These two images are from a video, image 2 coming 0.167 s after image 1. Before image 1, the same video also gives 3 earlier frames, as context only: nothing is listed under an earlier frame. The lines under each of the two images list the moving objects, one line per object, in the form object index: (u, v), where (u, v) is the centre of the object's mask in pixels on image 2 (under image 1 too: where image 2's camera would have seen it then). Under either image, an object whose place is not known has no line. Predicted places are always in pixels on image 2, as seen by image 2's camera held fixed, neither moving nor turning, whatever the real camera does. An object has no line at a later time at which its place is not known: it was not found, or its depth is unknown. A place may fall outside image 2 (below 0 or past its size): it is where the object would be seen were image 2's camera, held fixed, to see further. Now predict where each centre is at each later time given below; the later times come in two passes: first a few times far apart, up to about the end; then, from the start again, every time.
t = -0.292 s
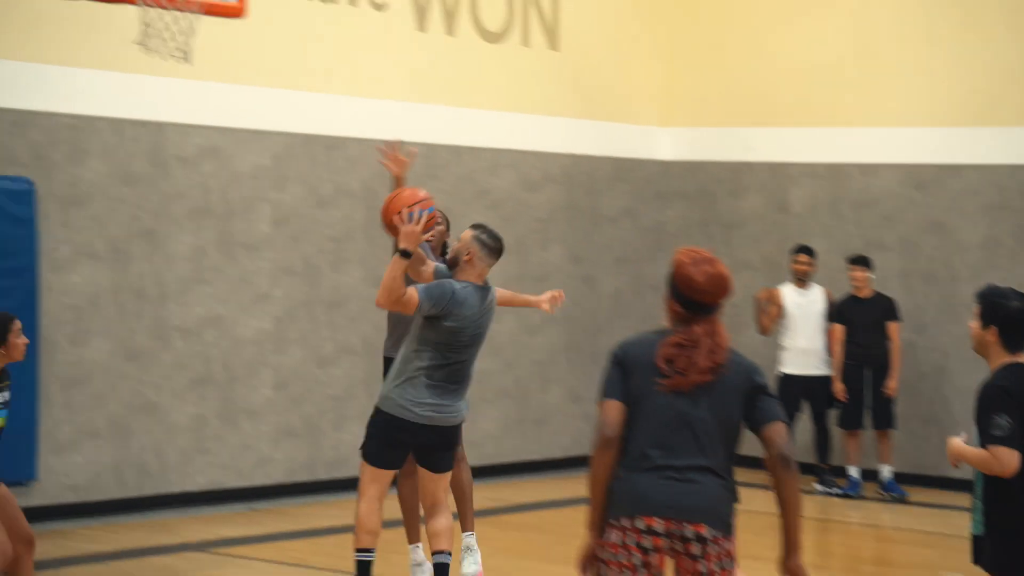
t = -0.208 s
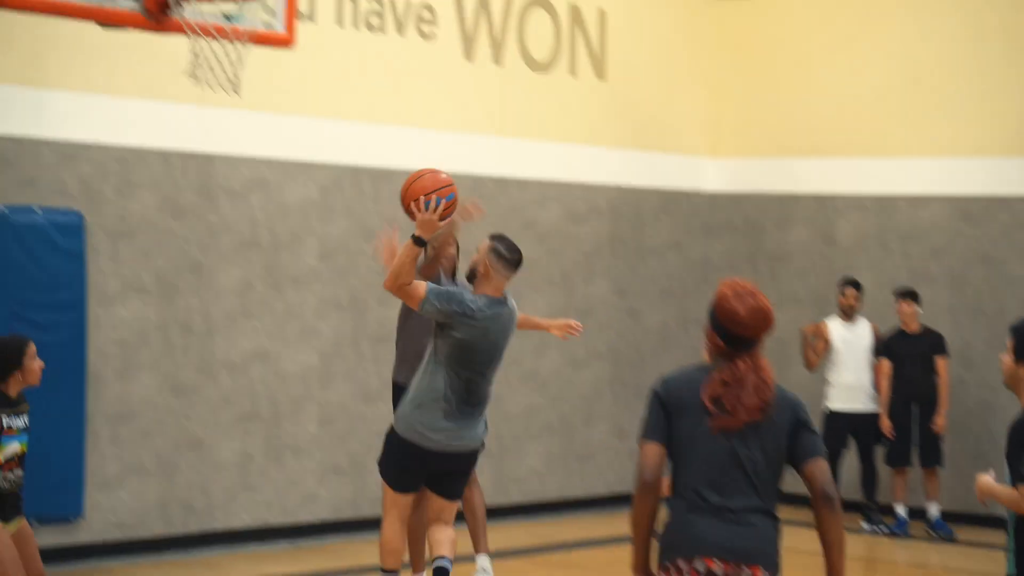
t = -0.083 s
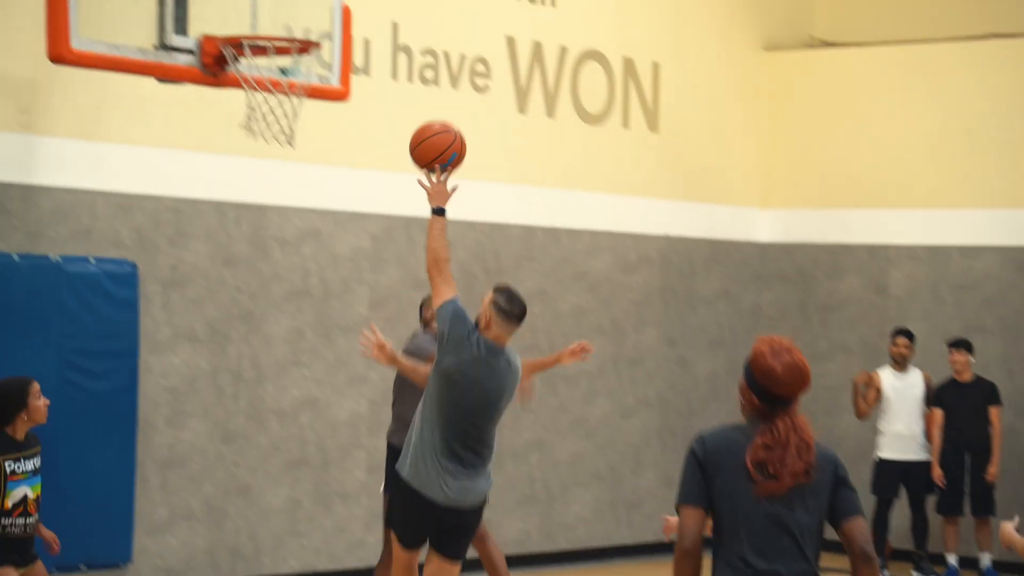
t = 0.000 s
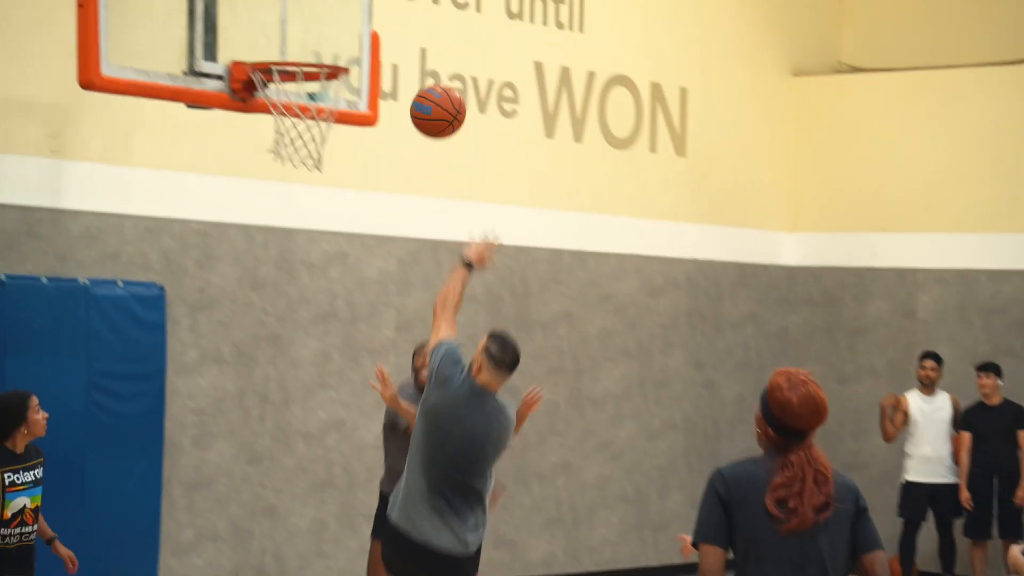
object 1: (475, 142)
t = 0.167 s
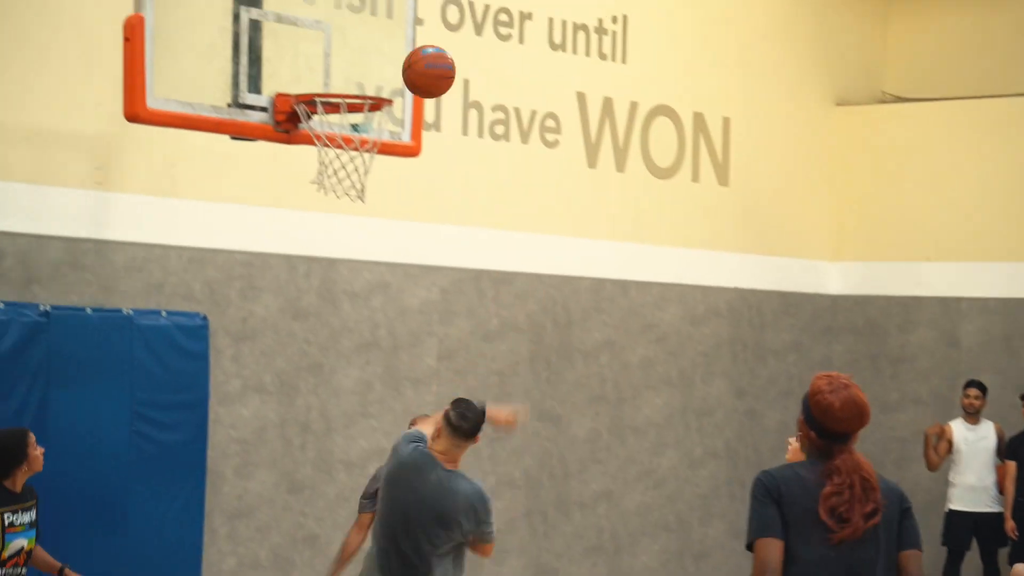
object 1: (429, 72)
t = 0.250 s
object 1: (405, 60)
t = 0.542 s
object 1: (345, 51)
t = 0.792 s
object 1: (306, 63)
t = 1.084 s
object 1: (247, 120)
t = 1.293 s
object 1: (256, 197)
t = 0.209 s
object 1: (417, 64)
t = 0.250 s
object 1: (405, 60)
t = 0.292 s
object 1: (394, 60)
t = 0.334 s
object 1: (382, 63)
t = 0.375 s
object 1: (371, 71)
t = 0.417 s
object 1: (365, 66)
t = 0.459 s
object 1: (359, 58)
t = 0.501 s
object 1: (352, 54)
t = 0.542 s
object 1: (345, 51)
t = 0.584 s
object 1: (339, 53)
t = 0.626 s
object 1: (332, 60)
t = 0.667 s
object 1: (325, 70)
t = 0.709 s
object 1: (319, 66)
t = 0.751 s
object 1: (313, 63)
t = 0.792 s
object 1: (306, 63)
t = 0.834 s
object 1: (299, 68)
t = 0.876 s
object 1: (291, 69)
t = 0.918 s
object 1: (283, 75)
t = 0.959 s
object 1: (274, 82)
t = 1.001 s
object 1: (265, 92)
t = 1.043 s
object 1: (256, 103)
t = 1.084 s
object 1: (247, 120)
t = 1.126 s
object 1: (249, 130)
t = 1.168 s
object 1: (251, 142)
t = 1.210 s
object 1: (253, 157)
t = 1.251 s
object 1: (254, 175)
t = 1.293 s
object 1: (256, 197)
